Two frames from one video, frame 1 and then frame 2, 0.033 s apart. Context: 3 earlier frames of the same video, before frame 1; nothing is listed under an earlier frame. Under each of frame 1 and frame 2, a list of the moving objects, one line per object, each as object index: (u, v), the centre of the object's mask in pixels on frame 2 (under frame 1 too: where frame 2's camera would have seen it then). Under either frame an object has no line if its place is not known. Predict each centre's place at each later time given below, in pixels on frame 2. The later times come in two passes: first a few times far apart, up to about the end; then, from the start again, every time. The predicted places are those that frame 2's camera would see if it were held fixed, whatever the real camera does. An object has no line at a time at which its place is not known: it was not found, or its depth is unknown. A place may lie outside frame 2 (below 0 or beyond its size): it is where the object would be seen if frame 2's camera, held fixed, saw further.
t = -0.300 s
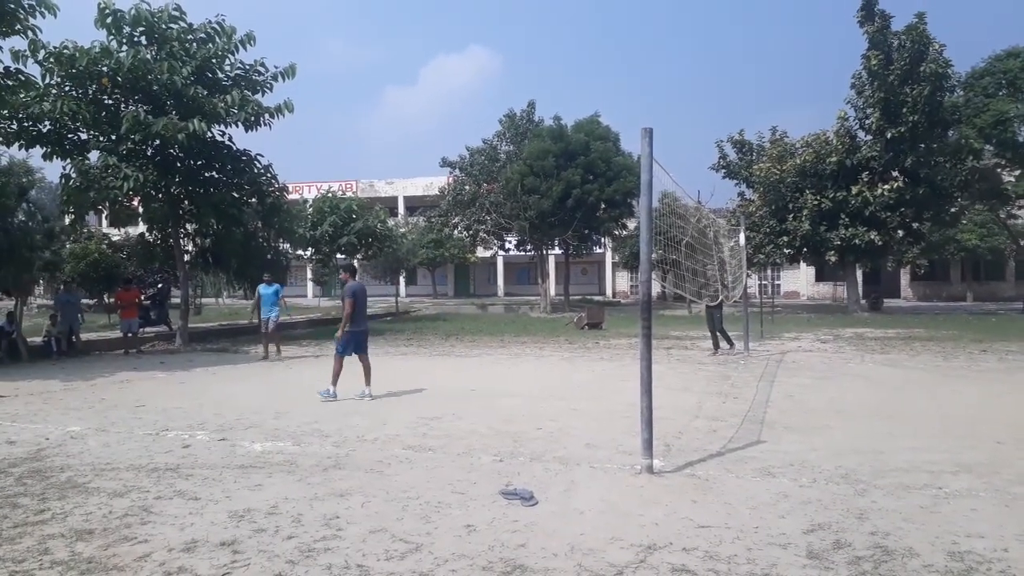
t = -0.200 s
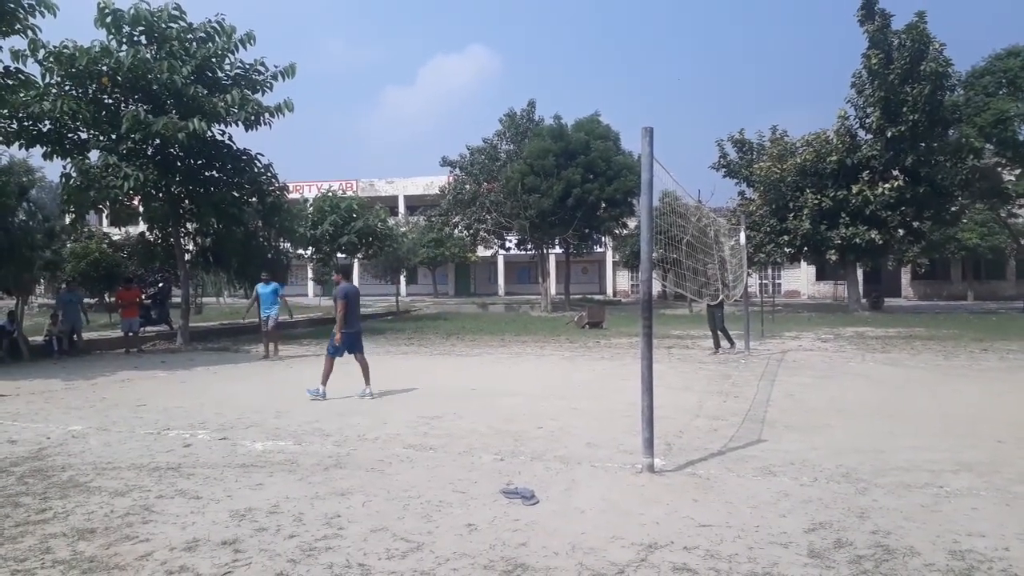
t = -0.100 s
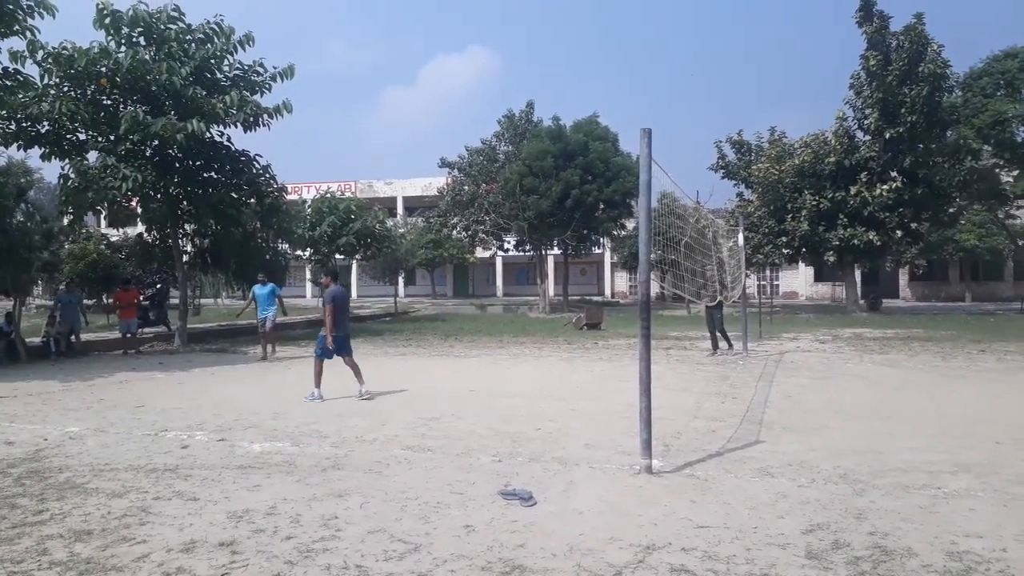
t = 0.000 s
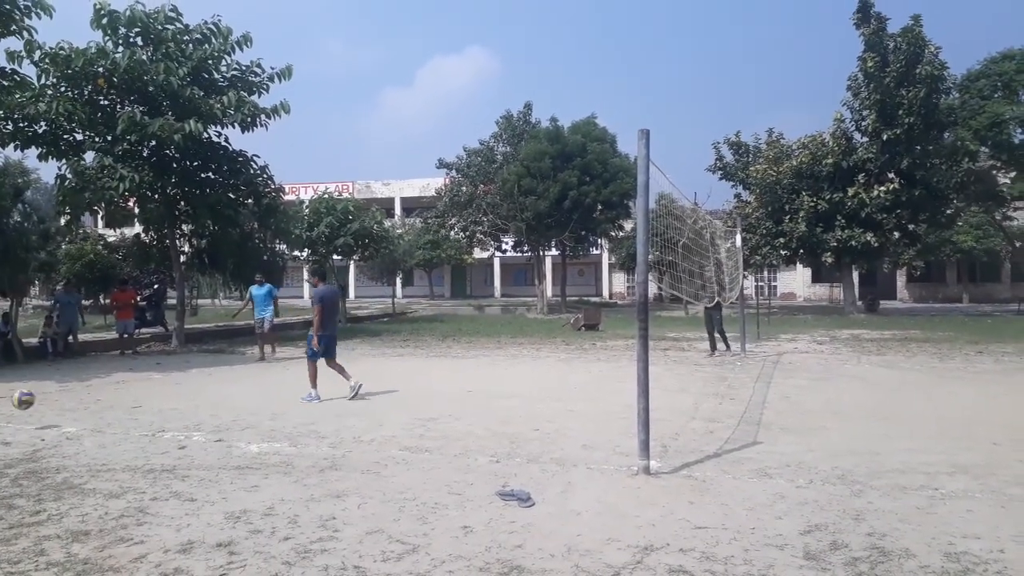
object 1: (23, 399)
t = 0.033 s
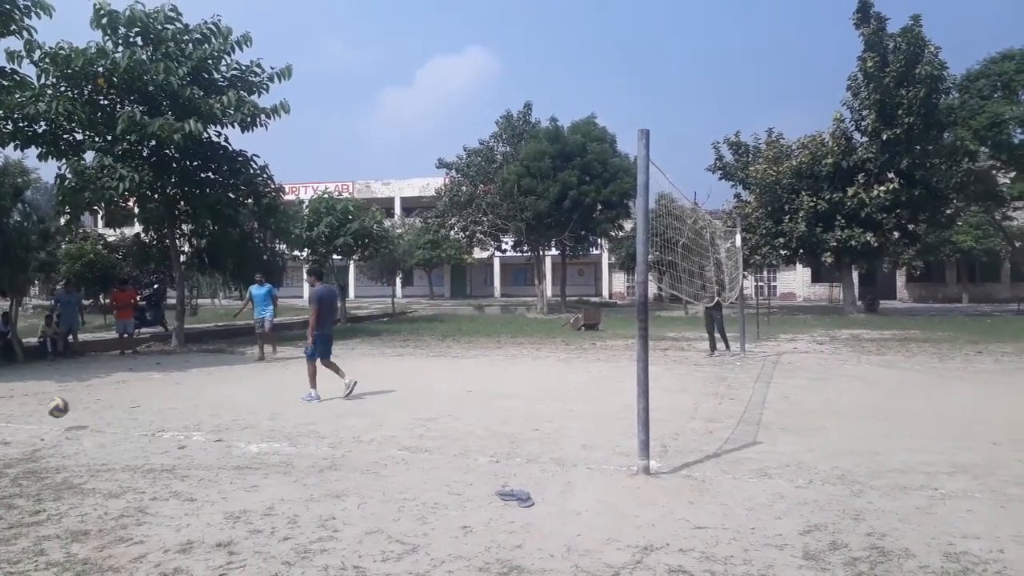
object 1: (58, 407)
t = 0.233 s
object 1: (212, 390)
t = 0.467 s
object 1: (378, 385)
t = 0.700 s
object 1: (545, 418)
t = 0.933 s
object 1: (707, 386)
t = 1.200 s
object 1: (901, 423)
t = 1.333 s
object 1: (1001, 414)
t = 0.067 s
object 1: (93, 417)
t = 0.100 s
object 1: (121, 417)
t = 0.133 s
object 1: (144, 408)
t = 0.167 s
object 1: (167, 401)
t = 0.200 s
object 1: (190, 395)
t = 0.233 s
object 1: (212, 390)
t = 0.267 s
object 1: (236, 385)
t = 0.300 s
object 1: (259, 382)
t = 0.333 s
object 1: (282, 381)
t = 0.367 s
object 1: (307, 380)
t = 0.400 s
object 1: (330, 380)
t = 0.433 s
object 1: (355, 382)
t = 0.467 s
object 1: (378, 385)
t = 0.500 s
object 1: (402, 389)
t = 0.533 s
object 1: (427, 394)
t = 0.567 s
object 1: (450, 400)
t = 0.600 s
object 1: (474, 408)
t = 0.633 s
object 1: (498, 418)
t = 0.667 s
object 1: (523, 427)
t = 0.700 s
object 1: (545, 418)
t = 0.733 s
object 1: (568, 410)
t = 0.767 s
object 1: (591, 402)
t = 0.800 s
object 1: (615, 397)
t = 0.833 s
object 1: (632, 392)
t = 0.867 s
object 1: (661, 389)
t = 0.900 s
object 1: (684, 387)
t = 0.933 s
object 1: (707, 386)
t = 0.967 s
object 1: (731, 386)
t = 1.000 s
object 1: (755, 387)
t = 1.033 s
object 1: (778, 390)
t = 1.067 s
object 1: (803, 395)
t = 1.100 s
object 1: (827, 400)
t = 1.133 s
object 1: (852, 406)
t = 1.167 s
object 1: (876, 414)
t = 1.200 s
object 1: (901, 423)
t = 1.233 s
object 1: (926, 434)
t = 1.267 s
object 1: (951, 427)
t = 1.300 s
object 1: (975, 420)
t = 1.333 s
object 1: (1001, 414)
